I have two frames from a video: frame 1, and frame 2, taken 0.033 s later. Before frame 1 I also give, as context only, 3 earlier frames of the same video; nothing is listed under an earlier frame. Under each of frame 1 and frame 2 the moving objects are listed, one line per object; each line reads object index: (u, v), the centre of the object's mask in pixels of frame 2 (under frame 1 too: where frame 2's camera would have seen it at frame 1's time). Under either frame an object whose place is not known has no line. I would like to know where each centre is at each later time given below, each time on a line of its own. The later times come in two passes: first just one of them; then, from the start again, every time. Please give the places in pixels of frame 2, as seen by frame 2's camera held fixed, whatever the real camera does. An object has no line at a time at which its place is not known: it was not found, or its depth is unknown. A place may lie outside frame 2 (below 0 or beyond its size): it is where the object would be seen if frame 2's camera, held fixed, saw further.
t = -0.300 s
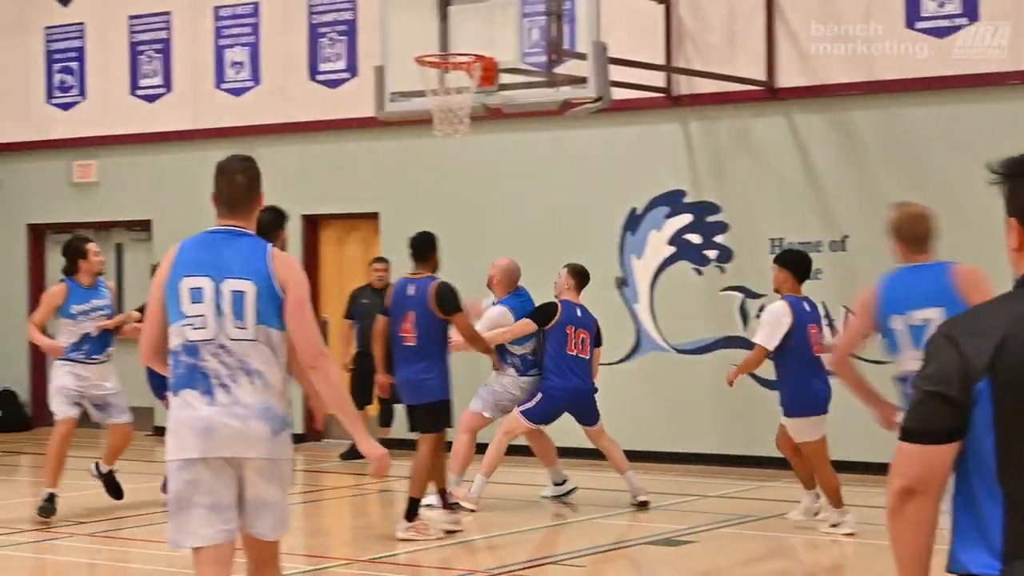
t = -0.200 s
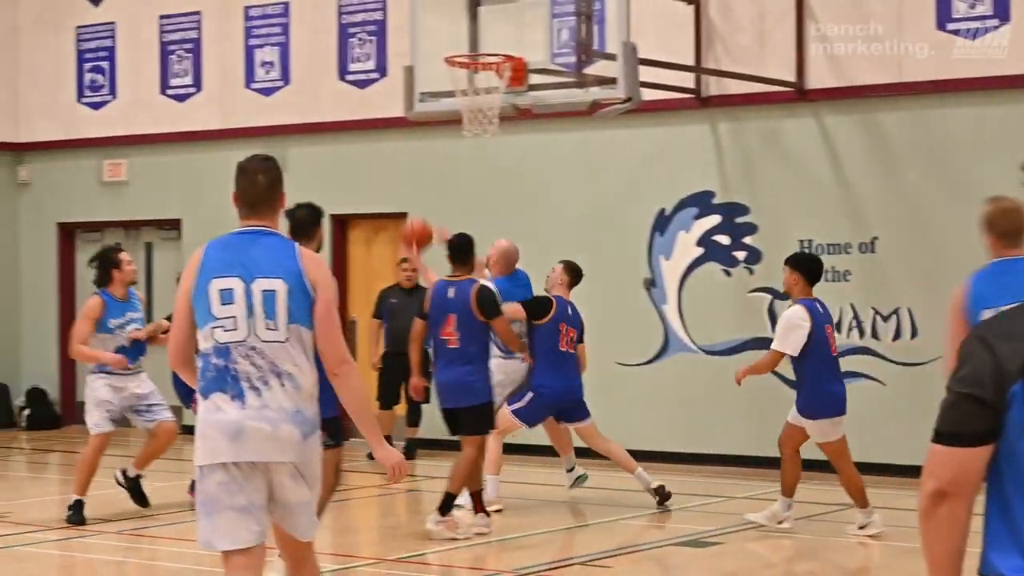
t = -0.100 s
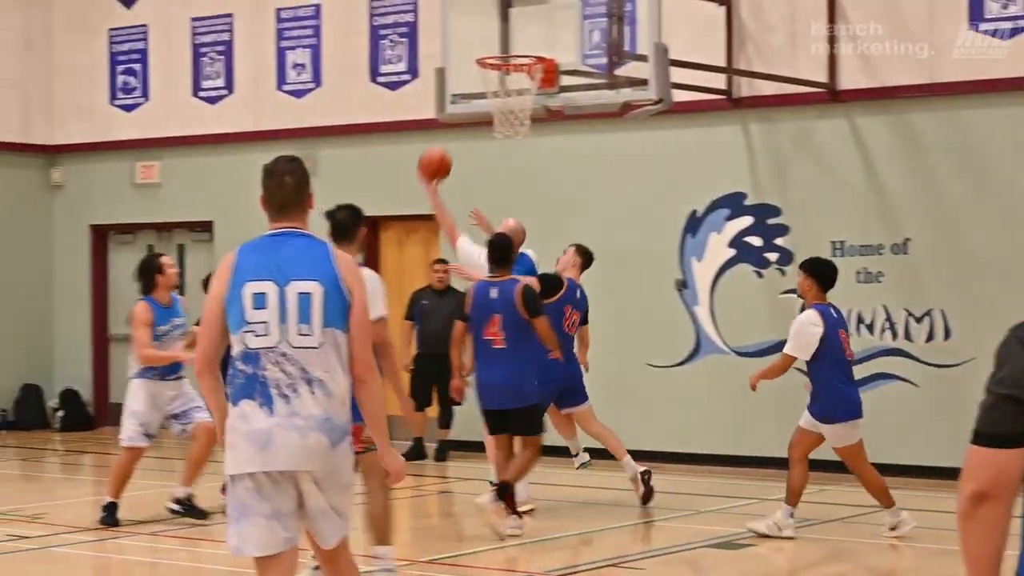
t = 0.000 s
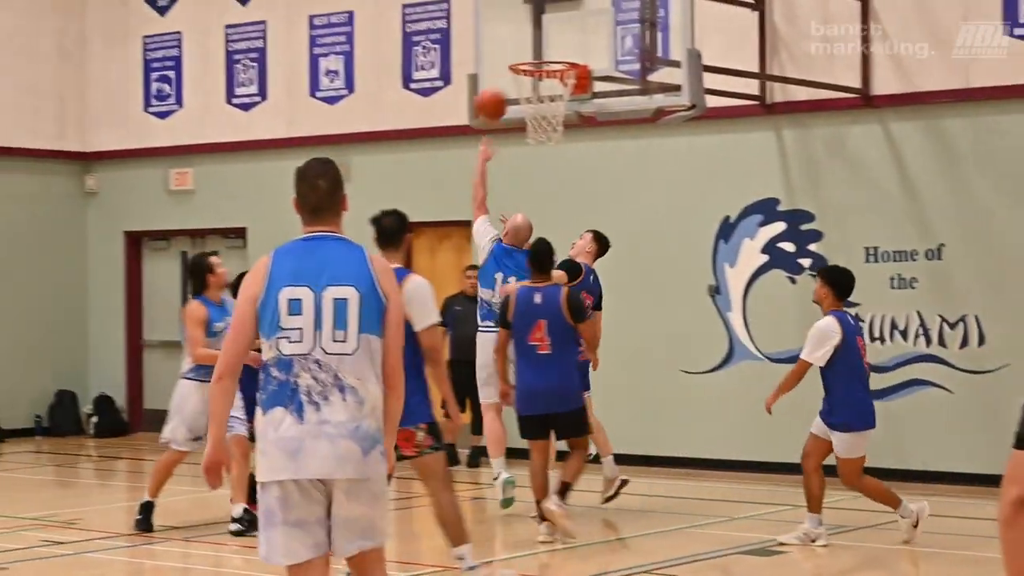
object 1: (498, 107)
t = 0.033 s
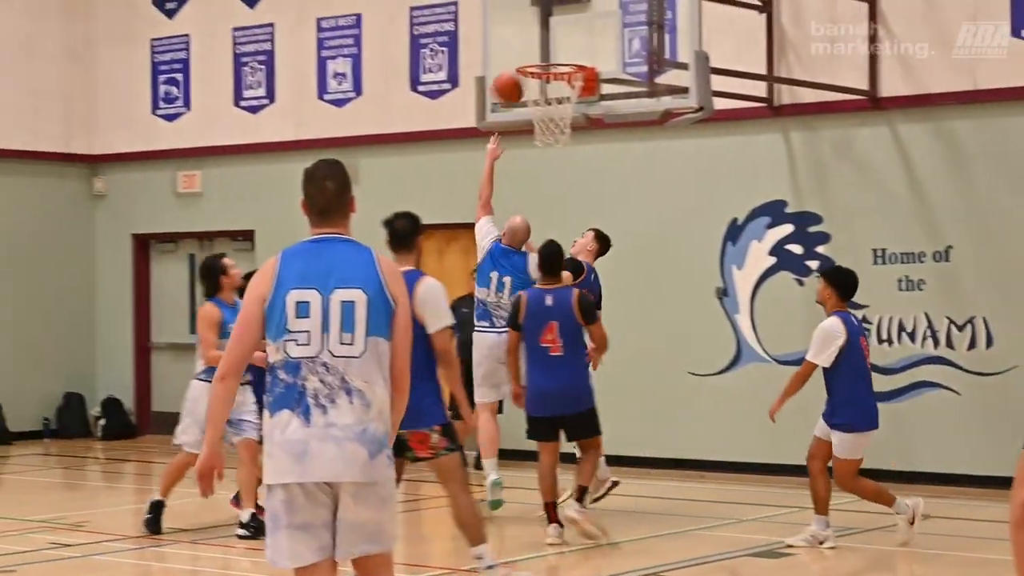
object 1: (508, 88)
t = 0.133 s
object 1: (540, 38)
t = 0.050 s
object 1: (514, 78)
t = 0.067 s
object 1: (519, 69)
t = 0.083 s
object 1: (523, 59)
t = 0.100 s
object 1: (530, 53)
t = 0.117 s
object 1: (535, 46)
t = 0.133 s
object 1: (540, 38)
